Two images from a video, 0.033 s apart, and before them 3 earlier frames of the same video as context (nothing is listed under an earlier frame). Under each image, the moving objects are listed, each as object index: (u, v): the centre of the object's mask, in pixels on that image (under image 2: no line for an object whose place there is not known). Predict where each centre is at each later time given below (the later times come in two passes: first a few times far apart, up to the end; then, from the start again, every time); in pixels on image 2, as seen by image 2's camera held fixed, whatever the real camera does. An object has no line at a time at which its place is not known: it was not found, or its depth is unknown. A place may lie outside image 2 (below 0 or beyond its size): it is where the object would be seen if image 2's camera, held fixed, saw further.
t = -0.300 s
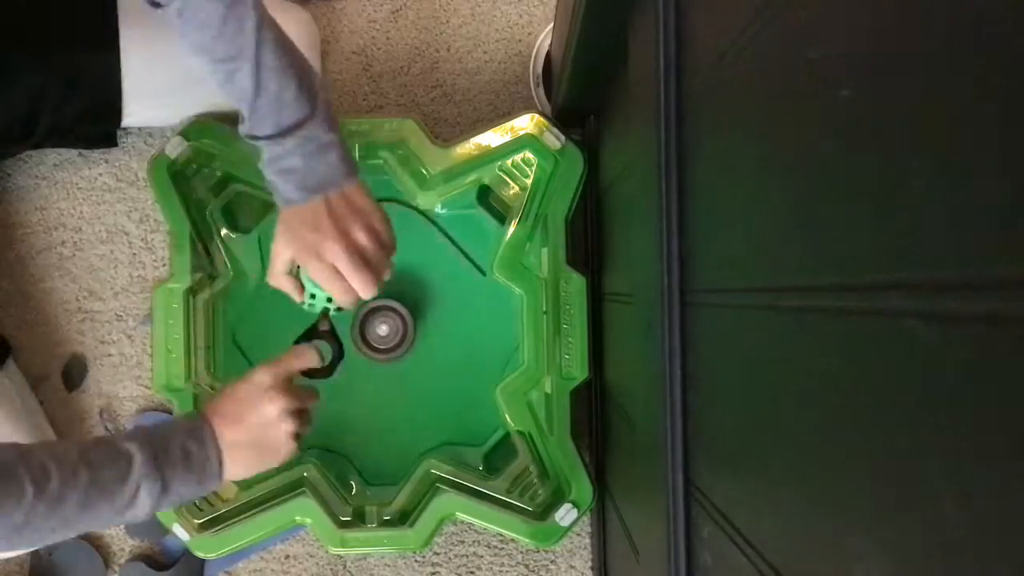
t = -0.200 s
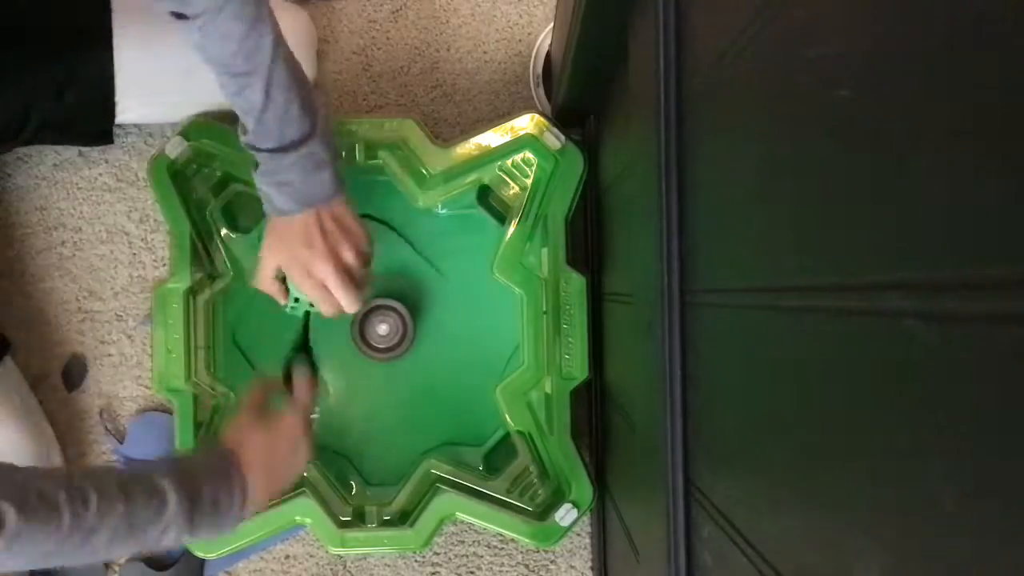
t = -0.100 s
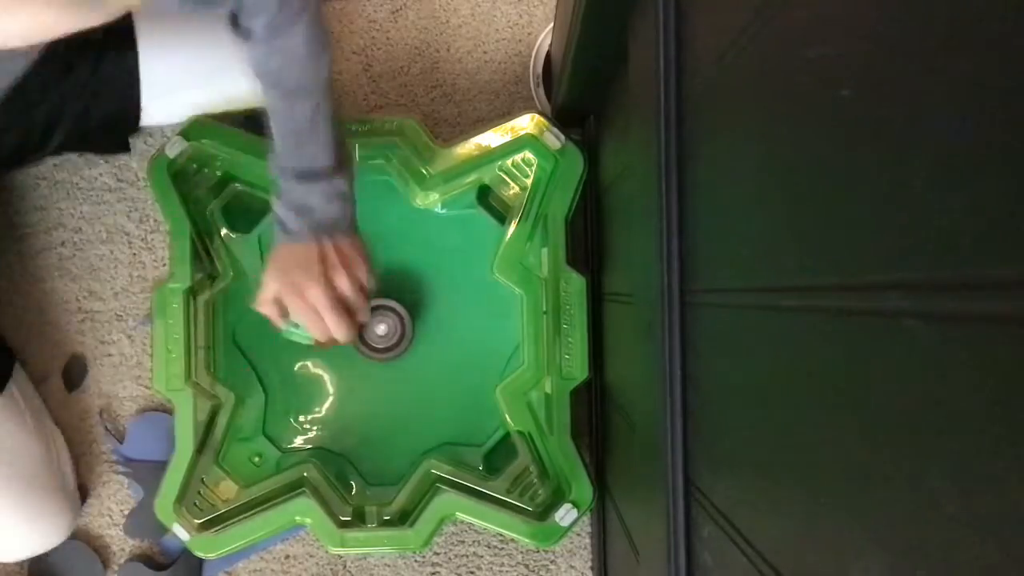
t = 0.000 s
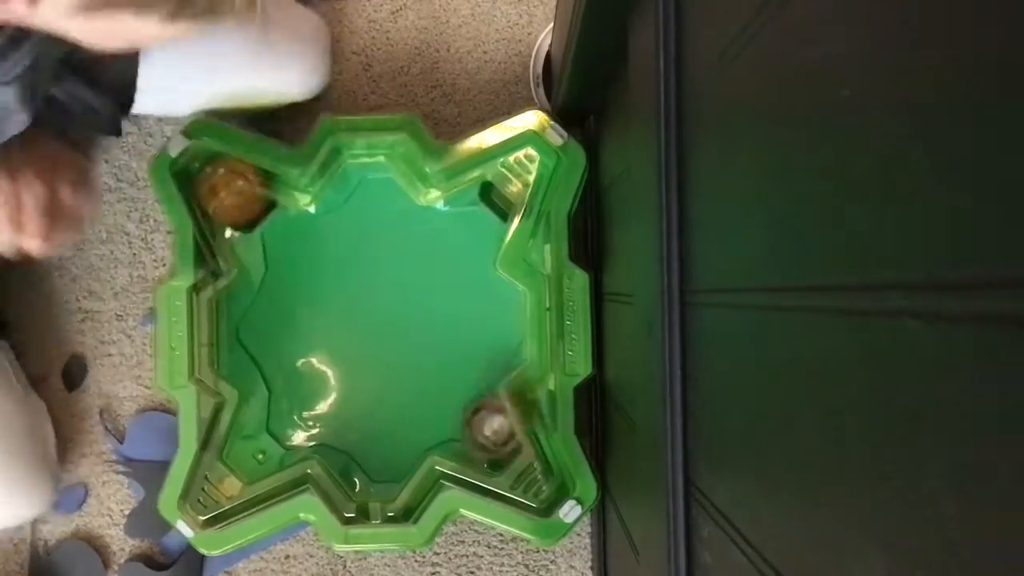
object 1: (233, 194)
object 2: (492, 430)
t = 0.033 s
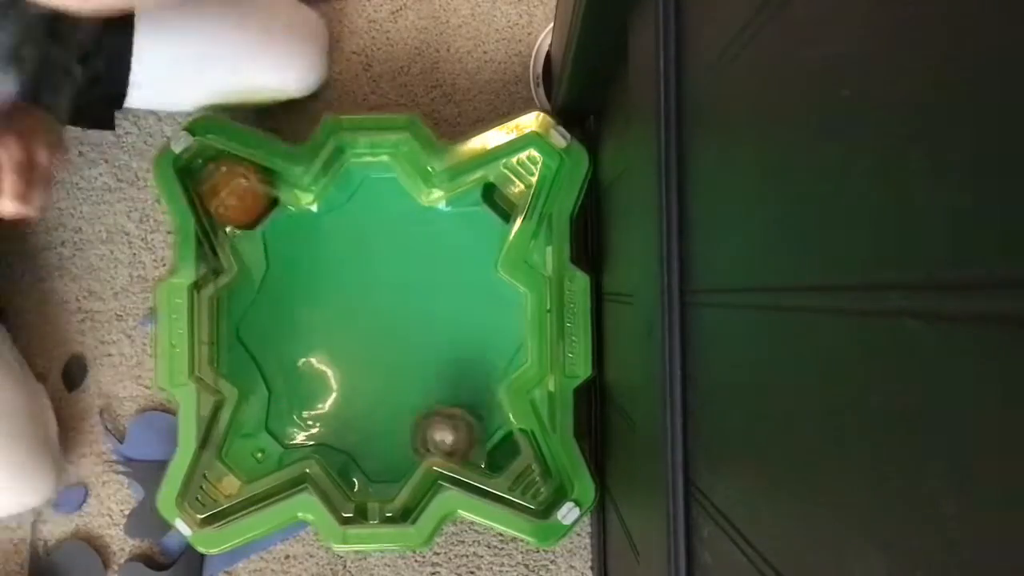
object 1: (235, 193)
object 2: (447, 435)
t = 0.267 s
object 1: (236, 205)
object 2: (303, 305)
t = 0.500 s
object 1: (235, 199)
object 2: (390, 333)
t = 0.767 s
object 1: (237, 201)
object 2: (373, 325)
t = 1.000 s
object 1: (237, 201)
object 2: (380, 334)
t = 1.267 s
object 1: (237, 201)
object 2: (372, 320)
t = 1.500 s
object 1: (235, 201)
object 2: (371, 330)
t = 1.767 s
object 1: (235, 201)
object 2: (374, 331)
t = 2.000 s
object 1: (235, 201)
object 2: (377, 331)
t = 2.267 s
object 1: (235, 201)
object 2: (381, 327)
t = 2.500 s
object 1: (235, 200)
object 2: (380, 324)
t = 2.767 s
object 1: (235, 201)
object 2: (377, 322)
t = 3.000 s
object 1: (235, 200)
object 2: (372, 321)
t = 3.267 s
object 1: (235, 200)
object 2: (366, 323)
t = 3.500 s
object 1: (235, 201)
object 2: (366, 326)
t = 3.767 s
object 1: (235, 201)
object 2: (370, 330)
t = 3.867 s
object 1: (236, 201)
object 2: (373, 332)
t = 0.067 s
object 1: (237, 201)
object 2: (394, 426)
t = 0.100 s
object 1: (237, 201)
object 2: (347, 412)
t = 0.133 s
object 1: (239, 215)
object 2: (312, 391)
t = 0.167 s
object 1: (248, 220)
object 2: (288, 368)
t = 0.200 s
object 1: (252, 207)
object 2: (278, 346)
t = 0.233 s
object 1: (241, 198)
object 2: (286, 322)
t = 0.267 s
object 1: (236, 205)
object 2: (303, 305)
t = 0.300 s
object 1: (241, 215)
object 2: (324, 291)
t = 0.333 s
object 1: (239, 209)
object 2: (344, 287)
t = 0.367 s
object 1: (237, 199)
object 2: (362, 290)
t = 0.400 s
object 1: (247, 200)
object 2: (376, 300)
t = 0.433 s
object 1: (245, 203)
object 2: (386, 312)
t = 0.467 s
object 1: (237, 197)
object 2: (390, 323)
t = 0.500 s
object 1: (235, 199)
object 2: (390, 333)
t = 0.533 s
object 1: (236, 201)
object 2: (386, 342)
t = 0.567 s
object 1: (236, 200)
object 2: (383, 345)
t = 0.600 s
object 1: (236, 201)
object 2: (381, 345)
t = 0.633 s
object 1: (237, 202)
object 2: (380, 342)
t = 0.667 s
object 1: (237, 201)
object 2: (378, 336)
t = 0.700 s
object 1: (237, 201)
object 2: (376, 330)
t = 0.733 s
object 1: (236, 199)
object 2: (373, 325)
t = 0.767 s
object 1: (237, 201)
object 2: (373, 325)
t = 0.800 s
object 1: (244, 198)
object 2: (374, 328)
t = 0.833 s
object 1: (237, 200)
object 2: (376, 330)
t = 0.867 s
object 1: (238, 198)
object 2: (381, 332)
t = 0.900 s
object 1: (236, 199)
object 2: (380, 334)
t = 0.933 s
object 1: (235, 200)
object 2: (381, 335)
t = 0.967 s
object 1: (236, 202)
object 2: (380, 336)
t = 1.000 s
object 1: (237, 201)
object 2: (380, 334)
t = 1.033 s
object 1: (236, 199)
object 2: (379, 331)
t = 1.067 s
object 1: (236, 199)
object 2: (377, 329)
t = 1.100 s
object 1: (236, 200)
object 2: (374, 326)
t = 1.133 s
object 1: (236, 201)
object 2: (372, 324)
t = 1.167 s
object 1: (237, 201)
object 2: (372, 321)
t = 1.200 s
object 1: (237, 201)
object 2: (372, 320)
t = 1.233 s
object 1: (236, 201)
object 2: (372, 319)
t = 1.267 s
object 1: (237, 201)
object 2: (372, 320)
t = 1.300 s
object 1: (235, 201)
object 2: (371, 320)
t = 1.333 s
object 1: (236, 201)
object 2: (372, 322)
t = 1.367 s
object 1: (235, 201)
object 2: (371, 324)
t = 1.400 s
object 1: (236, 201)
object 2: (372, 325)
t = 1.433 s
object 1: (235, 201)
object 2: (371, 327)
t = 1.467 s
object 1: (236, 201)
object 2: (372, 328)
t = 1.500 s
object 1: (235, 201)
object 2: (371, 330)
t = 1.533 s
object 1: (236, 201)
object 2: (373, 331)
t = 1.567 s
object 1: (235, 201)
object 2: (372, 331)
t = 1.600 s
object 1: (237, 201)
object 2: (374, 331)
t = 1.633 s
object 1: (235, 201)
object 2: (373, 331)
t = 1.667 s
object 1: (237, 201)
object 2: (375, 331)
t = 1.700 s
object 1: (237, 201)
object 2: (375, 331)
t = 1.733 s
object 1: (235, 201)
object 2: (374, 331)
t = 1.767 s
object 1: (235, 201)
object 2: (374, 331)
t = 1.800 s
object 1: (237, 201)
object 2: (376, 331)
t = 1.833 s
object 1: (237, 201)
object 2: (376, 331)
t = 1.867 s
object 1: (237, 201)
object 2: (377, 331)
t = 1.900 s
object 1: (237, 201)
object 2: (377, 331)
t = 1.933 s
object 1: (237, 201)
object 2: (377, 331)
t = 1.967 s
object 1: (235, 201)
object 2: (376, 331)
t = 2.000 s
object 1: (235, 201)
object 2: (377, 331)
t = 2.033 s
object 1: (235, 201)
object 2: (377, 330)
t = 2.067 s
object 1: (235, 201)
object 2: (378, 330)
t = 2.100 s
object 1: (235, 201)
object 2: (378, 330)
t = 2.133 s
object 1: (235, 201)
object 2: (379, 329)
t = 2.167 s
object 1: (235, 201)
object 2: (380, 329)
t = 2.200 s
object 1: (236, 201)
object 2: (381, 328)
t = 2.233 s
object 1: (236, 201)
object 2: (381, 328)
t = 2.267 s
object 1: (235, 201)
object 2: (381, 327)
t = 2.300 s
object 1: (236, 201)
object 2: (382, 326)
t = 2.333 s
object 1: (235, 200)
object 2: (381, 326)
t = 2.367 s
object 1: (236, 201)
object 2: (382, 325)
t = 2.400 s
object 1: (235, 200)
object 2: (381, 325)
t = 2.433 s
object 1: (236, 201)
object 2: (382, 325)
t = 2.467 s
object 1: (236, 201)
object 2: (381, 324)
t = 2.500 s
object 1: (235, 200)
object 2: (380, 324)
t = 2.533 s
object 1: (235, 200)
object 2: (380, 324)
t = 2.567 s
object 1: (235, 200)
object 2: (380, 323)
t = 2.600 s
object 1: (235, 200)
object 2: (379, 323)
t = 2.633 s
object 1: (236, 201)
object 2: (380, 323)
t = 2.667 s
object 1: (235, 200)
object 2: (378, 323)
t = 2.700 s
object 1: (236, 200)
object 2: (379, 322)
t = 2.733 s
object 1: (235, 200)
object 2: (378, 322)
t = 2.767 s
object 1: (235, 201)
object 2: (377, 322)
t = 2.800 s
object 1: (235, 200)
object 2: (376, 322)
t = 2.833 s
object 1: (235, 200)
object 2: (376, 321)
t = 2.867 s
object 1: (235, 200)
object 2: (375, 321)
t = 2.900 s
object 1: (235, 200)
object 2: (374, 321)
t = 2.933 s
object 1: (235, 200)
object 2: (373, 321)
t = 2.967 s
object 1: (235, 201)
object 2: (373, 321)
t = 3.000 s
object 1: (235, 200)
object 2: (372, 321)
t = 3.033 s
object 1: (236, 200)
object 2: (372, 321)
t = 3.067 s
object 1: (235, 200)
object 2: (370, 321)
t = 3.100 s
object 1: (236, 201)
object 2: (370, 321)
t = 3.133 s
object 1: (234, 200)
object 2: (369, 321)
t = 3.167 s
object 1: (234, 200)
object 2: (368, 322)
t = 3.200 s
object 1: (235, 200)
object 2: (367, 322)
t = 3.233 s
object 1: (236, 201)
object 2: (368, 322)
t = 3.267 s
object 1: (235, 200)
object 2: (366, 323)
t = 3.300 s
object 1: (236, 200)
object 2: (367, 323)
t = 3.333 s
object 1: (234, 200)
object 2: (366, 324)
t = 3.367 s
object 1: (234, 200)
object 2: (366, 324)
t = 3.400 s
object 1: (234, 200)
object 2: (366, 325)
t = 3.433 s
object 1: (236, 201)
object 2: (367, 325)
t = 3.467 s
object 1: (235, 201)
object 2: (367, 326)
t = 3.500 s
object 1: (235, 201)
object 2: (366, 326)
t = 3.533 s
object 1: (234, 200)
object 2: (366, 327)
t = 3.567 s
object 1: (234, 200)
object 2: (366, 327)
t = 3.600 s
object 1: (236, 200)
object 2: (368, 327)
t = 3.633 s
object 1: (235, 201)
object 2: (368, 328)
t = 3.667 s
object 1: (236, 201)
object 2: (369, 329)
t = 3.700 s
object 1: (235, 201)
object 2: (369, 329)
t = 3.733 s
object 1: (236, 201)
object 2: (370, 330)
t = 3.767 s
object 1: (235, 201)
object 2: (370, 330)
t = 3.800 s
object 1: (235, 200)
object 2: (371, 331)
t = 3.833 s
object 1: (235, 200)
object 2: (372, 331)
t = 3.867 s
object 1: (236, 201)
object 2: (373, 332)
